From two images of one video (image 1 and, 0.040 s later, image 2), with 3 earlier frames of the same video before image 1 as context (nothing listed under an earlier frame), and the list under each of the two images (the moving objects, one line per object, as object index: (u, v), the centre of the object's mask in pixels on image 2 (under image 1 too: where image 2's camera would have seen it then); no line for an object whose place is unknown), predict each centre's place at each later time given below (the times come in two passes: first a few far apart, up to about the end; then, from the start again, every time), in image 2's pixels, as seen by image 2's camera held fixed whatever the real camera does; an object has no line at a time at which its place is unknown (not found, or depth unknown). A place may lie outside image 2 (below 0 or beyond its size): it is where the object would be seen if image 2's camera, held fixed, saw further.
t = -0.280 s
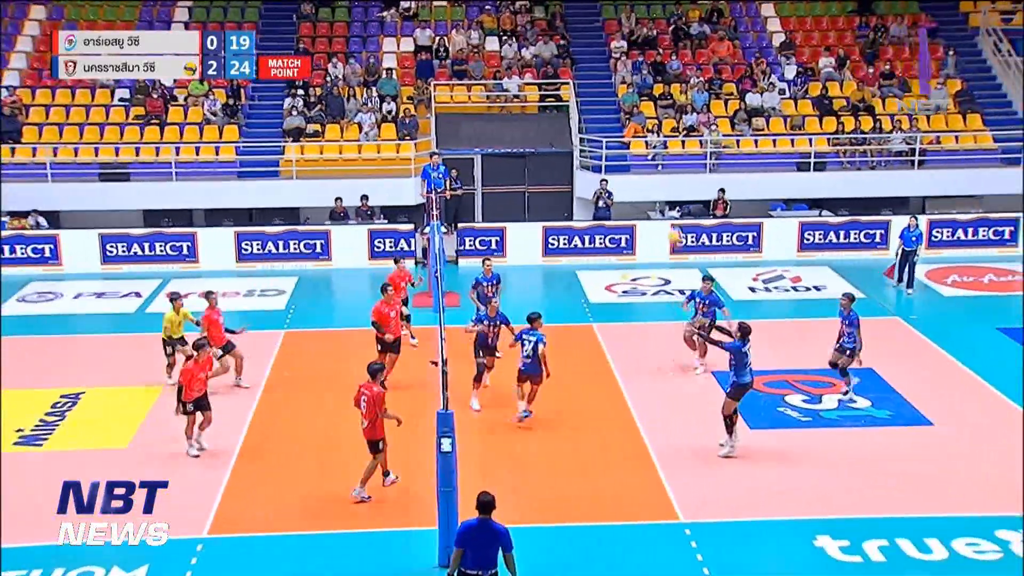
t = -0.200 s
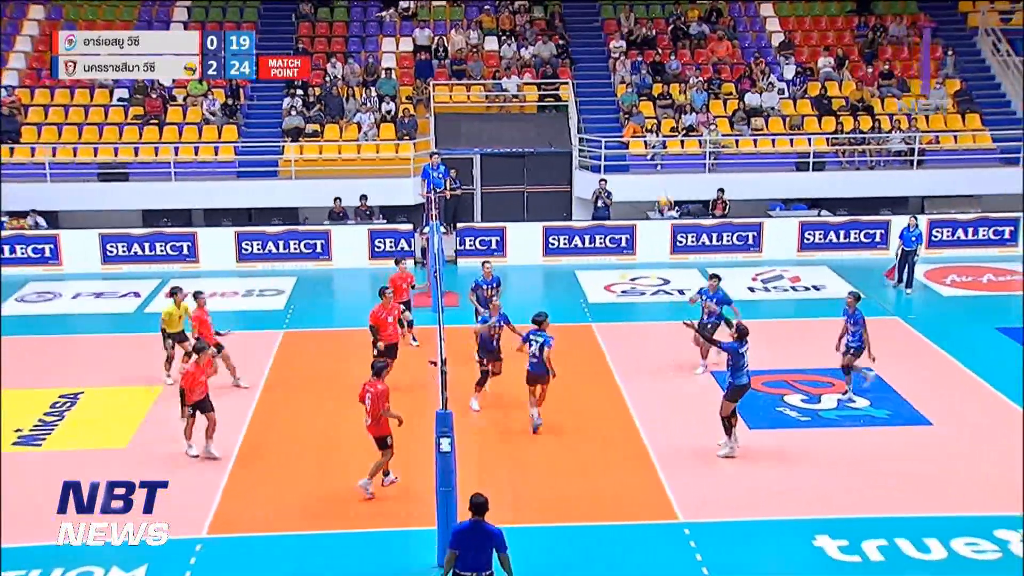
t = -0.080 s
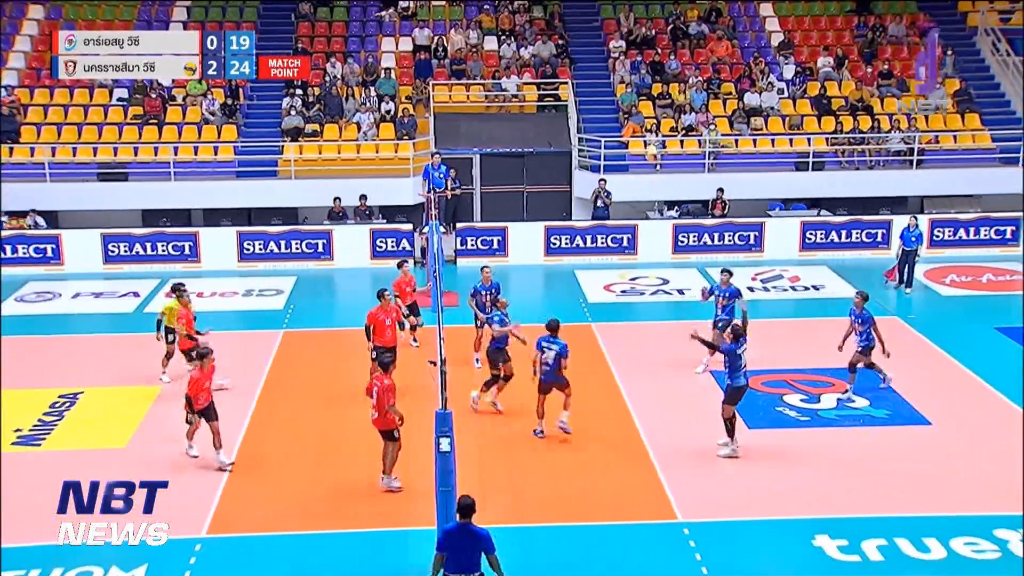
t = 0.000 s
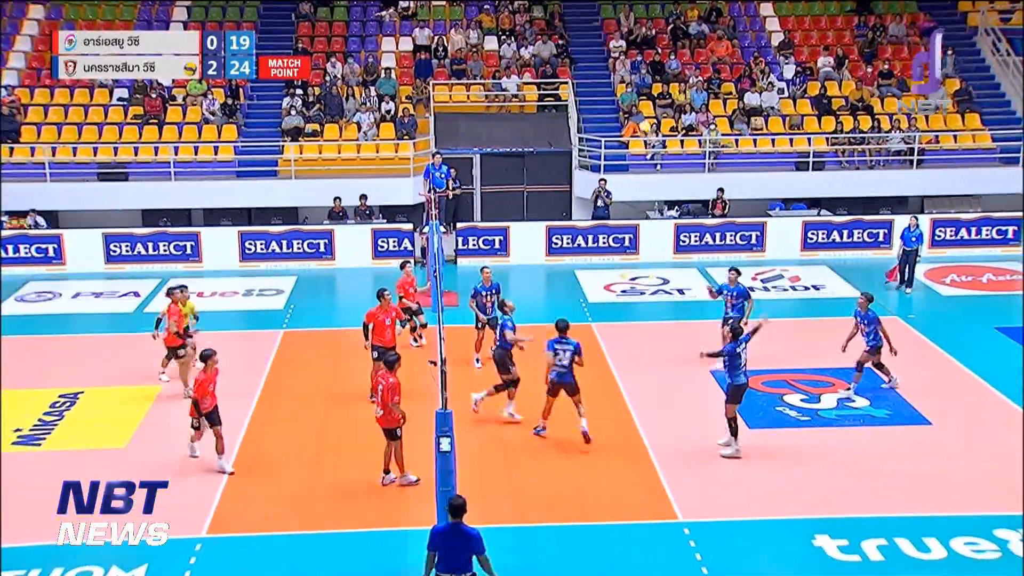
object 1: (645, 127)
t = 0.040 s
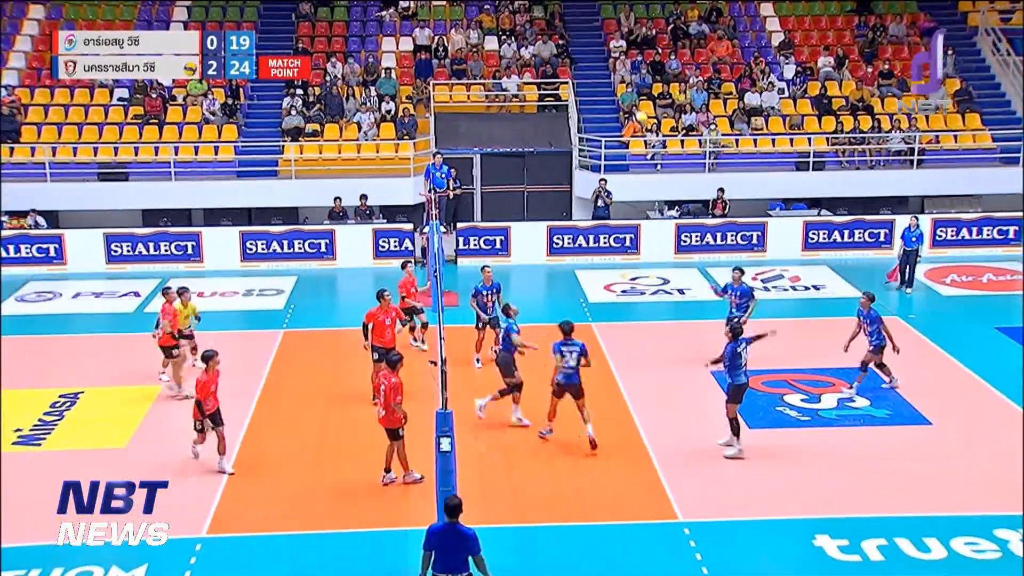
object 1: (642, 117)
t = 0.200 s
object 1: (625, 89)
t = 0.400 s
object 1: (605, 76)
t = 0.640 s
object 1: (583, 94)
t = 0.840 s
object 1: (565, 135)
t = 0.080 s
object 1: (637, 108)
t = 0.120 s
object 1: (633, 102)
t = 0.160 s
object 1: (629, 95)
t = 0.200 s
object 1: (625, 89)
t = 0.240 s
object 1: (621, 82)
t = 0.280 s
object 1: (617, 80)
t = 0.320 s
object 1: (612, 78)
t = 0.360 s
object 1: (608, 76)
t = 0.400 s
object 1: (605, 76)
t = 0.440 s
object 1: (601, 77)
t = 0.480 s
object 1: (598, 78)
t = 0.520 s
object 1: (594, 81)
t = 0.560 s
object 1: (590, 85)
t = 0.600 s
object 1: (586, 88)
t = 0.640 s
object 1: (583, 94)
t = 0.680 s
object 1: (580, 100)
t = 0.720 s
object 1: (577, 107)
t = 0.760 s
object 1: (572, 115)
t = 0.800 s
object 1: (568, 126)
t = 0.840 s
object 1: (565, 135)
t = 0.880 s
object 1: (562, 146)
